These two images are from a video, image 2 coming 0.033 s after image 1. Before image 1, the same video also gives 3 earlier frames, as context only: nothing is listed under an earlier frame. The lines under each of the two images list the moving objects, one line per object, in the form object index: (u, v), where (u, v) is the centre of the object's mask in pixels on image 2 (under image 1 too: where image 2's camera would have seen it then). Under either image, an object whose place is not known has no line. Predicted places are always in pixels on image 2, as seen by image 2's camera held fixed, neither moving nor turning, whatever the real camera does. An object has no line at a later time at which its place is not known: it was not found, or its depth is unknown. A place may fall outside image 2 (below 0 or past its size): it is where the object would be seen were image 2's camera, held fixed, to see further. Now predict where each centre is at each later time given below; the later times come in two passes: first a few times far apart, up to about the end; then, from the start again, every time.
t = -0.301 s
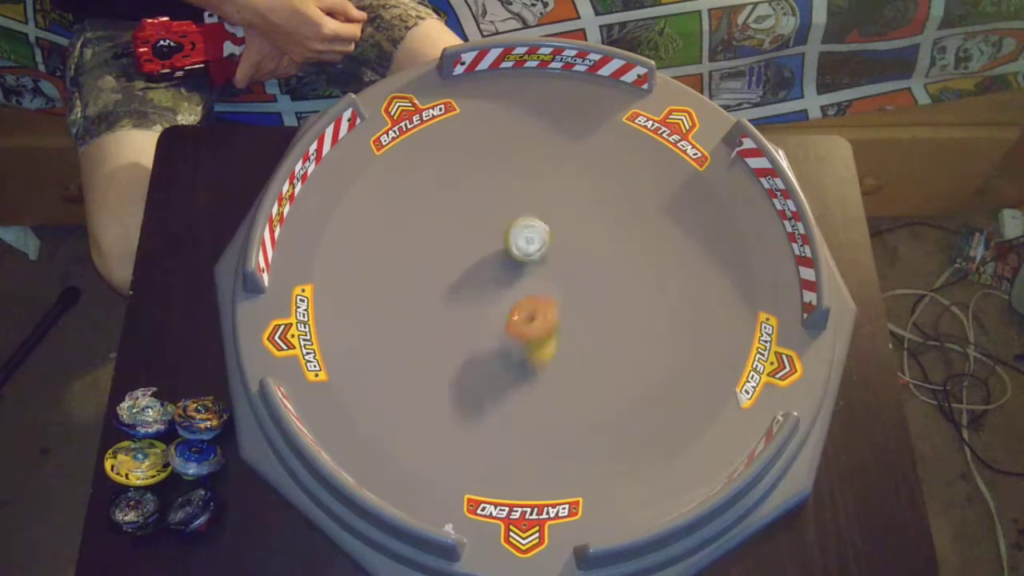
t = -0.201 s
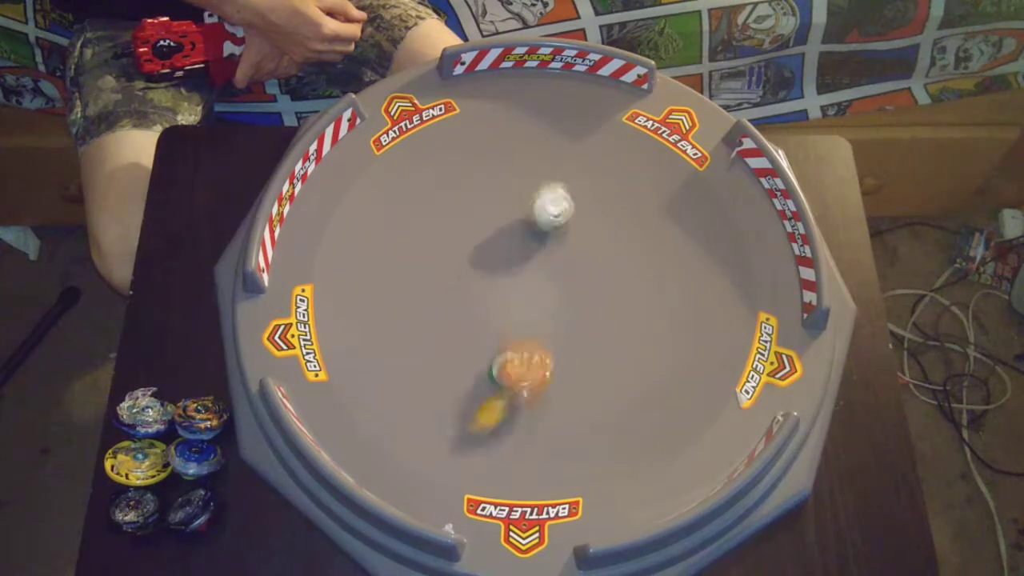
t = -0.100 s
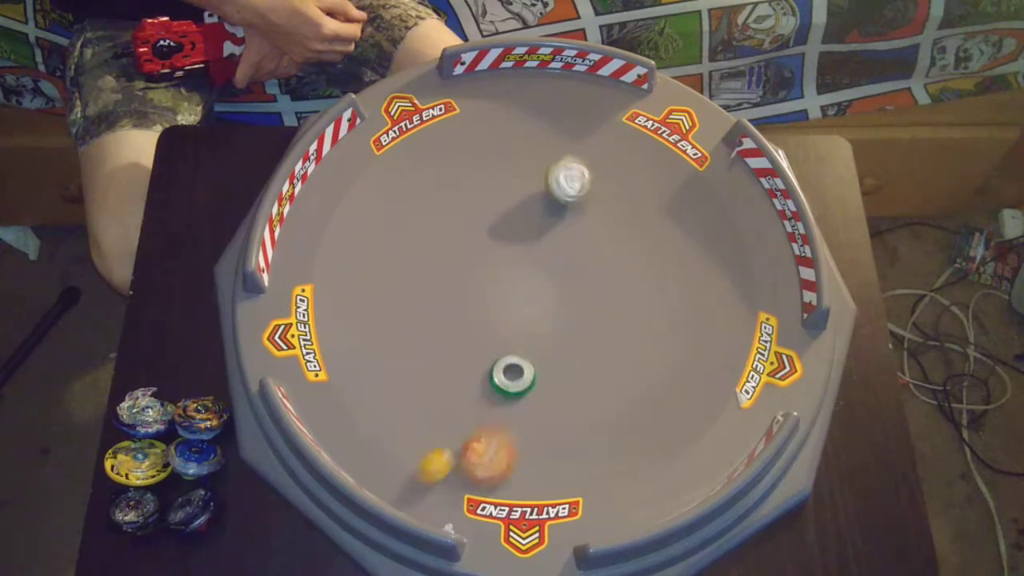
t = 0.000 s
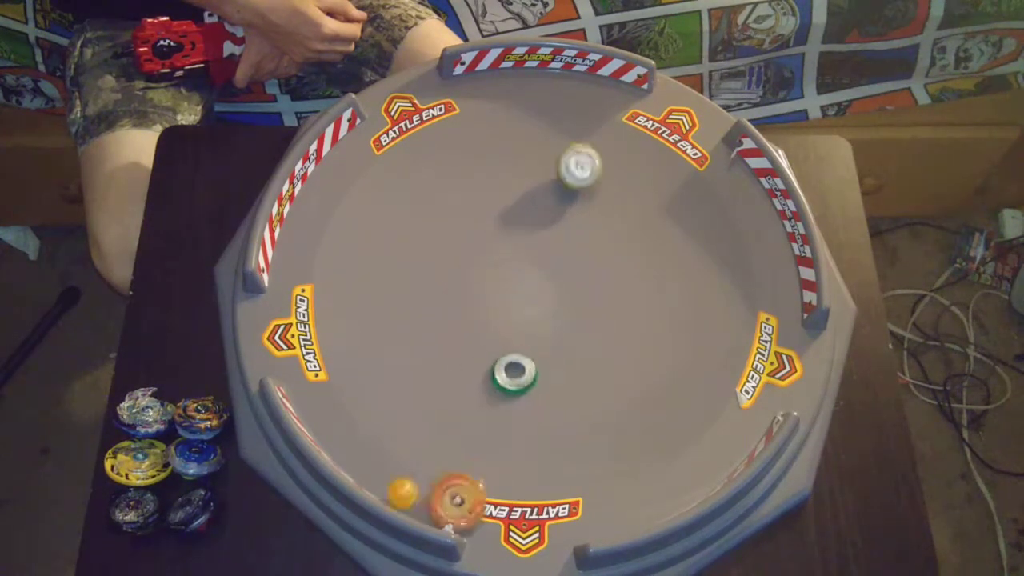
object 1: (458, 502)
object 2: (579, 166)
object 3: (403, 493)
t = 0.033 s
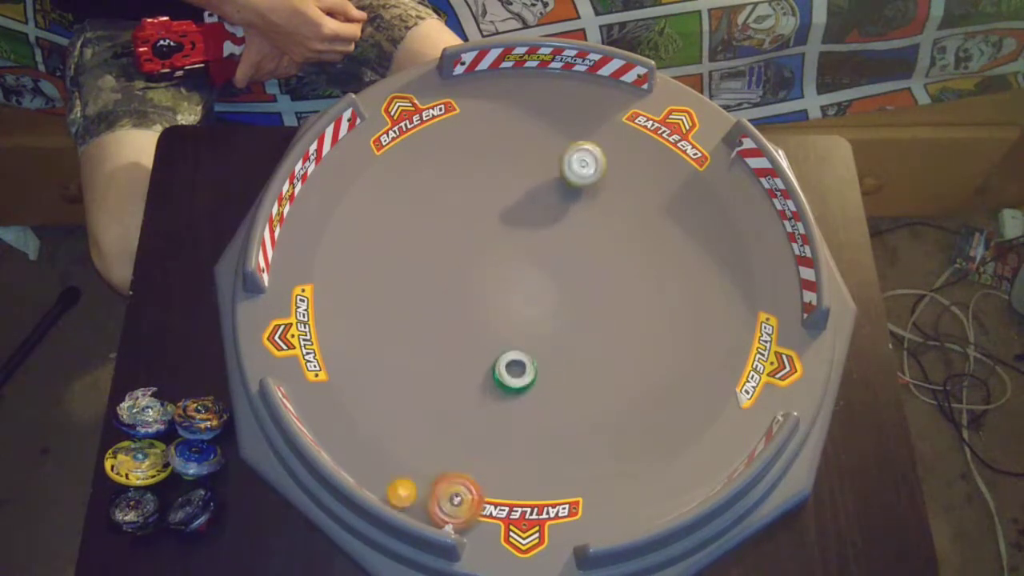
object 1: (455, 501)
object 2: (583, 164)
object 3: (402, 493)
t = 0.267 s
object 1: (461, 457)
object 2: (590, 176)
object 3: (406, 470)
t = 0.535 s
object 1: (481, 398)
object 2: (568, 224)
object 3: (407, 467)
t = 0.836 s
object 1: (483, 393)
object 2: (509, 263)
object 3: (408, 465)
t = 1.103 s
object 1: (483, 393)
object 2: (474, 266)
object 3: (408, 465)
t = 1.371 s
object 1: (483, 393)
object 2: (481, 262)
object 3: (408, 465)
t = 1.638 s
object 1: (483, 393)
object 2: (504, 287)
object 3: (408, 465)
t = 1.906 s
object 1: (483, 393)
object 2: (529, 301)
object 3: (409, 464)
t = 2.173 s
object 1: (483, 393)
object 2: (537, 303)
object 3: (409, 464)
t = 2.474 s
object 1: (483, 393)
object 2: (543, 294)
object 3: (409, 464)
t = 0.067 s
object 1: (453, 500)
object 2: (585, 164)
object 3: (402, 490)
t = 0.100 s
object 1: (453, 495)
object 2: (586, 164)
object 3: (403, 488)
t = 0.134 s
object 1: (452, 490)
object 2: (586, 164)
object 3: (402, 486)
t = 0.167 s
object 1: (453, 482)
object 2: (589, 165)
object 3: (403, 481)
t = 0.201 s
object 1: (455, 473)
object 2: (588, 168)
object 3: (403, 477)
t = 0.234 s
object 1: (458, 467)
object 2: (589, 172)
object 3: (405, 473)
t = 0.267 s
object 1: (461, 457)
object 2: (590, 176)
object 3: (406, 470)
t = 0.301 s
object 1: (464, 449)
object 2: (588, 182)
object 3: (406, 469)
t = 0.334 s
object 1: (467, 439)
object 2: (587, 188)
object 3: (407, 467)
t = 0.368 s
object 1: (469, 431)
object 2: (586, 194)
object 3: (407, 467)
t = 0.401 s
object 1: (472, 422)
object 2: (584, 201)
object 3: (407, 467)
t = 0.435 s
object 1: (475, 414)
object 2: (581, 208)
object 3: (407, 467)
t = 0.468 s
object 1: (477, 408)
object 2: (578, 213)
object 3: (407, 467)
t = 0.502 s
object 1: (479, 403)
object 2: (573, 220)
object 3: (407, 467)
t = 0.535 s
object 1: (481, 398)
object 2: (568, 224)
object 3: (407, 467)
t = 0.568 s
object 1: (483, 396)
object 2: (563, 230)
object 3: (407, 467)
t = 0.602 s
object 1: (483, 394)
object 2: (557, 235)
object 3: (407, 467)
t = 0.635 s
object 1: (483, 393)
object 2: (550, 240)
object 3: (407, 466)
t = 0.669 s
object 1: (483, 393)
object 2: (544, 244)
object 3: (407, 466)
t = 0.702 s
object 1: (483, 393)
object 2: (537, 249)
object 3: (407, 466)
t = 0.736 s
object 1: (483, 393)
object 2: (529, 254)
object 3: (408, 466)
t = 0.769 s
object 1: (483, 393)
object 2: (522, 256)
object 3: (408, 466)
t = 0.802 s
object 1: (483, 393)
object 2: (516, 260)
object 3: (408, 465)
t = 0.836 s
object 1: (483, 393)
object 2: (509, 263)
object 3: (408, 465)
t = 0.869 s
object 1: (483, 393)
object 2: (502, 265)
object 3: (408, 465)
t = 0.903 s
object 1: (483, 393)
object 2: (498, 267)
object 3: (408, 465)
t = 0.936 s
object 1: (483, 393)
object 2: (491, 268)
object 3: (408, 465)
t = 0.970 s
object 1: (483, 393)
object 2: (486, 269)
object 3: (408, 465)
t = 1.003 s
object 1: (483, 393)
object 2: (482, 268)
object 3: (408, 465)
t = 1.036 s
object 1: (483, 393)
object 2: (479, 268)
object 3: (408, 465)
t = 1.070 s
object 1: (483, 393)
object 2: (476, 268)
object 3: (408, 465)
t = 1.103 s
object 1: (483, 393)
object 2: (474, 266)
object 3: (408, 465)
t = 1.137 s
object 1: (483, 393)
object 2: (475, 265)
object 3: (408, 465)
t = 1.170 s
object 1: (483, 393)
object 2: (474, 265)
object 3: (408, 465)
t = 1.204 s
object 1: (483, 393)
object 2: (474, 264)
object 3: (408, 465)
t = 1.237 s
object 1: (483, 393)
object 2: (475, 263)
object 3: (408, 465)
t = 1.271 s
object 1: (483, 393)
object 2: (476, 264)
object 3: (408, 465)
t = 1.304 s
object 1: (483, 393)
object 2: (477, 263)
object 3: (408, 465)
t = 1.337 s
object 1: (483, 393)
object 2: (478, 263)
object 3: (408, 465)
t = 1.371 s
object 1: (483, 393)
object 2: (481, 262)
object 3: (408, 465)
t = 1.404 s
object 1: (483, 393)
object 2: (484, 264)
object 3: (408, 465)
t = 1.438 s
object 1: (483, 393)
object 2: (485, 265)
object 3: (408, 465)
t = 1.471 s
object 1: (483, 393)
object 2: (489, 267)
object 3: (408, 465)
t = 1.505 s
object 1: (483, 393)
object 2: (492, 270)
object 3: (408, 465)
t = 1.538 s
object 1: (483, 393)
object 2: (494, 273)
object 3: (408, 465)
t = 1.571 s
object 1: (483, 393)
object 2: (498, 279)
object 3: (408, 465)
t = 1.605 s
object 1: (483, 393)
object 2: (501, 282)
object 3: (408, 465)
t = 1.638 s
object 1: (483, 393)
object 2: (504, 287)
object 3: (408, 465)
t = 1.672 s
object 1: (483, 393)
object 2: (506, 292)
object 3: (409, 465)
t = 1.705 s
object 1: (483, 393)
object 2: (508, 296)
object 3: (409, 465)
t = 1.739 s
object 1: (483, 393)
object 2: (510, 300)
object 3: (408, 465)
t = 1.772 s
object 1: (483, 393)
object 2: (513, 301)
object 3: (409, 465)
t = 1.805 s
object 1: (483, 393)
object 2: (517, 299)
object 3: (409, 465)
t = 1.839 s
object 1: (483, 393)
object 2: (521, 299)
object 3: (409, 464)
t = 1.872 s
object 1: (483, 393)
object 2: (525, 299)
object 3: (409, 464)
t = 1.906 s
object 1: (483, 393)
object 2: (529, 301)
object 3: (409, 464)
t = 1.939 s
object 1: (483, 393)
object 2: (529, 302)
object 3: (409, 464)
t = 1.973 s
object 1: (483, 393)
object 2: (528, 302)
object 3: (409, 464)
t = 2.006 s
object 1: (483, 393)
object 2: (530, 299)
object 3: (409, 464)
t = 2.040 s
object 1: (483, 393)
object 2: (533, 297)
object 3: (409, 464)
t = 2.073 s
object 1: (483, 393)
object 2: (536, 297)
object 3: (409, 464)
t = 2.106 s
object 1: (483, 393)
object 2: (538, 299)
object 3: (409, 464)
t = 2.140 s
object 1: (483, 393)
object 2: (538, 302)
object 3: (409, 464)
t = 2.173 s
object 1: (483, 393)
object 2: (537, 303)
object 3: (409, 464)
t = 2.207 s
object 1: (483, 393)
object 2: (537, 302)
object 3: (409, 464)
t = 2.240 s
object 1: (483, 393)
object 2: (540, 302)
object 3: (409, 464)
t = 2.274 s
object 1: (483, 393)
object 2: (541, 301)
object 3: (409, 464)
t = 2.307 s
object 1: (483, 393)
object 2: (542, 301)
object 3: (409, 464)
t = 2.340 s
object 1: (483, 393)
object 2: (543, 300)
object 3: (409, 464)
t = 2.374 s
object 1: (483, 393)
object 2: (544, 298)
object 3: (409, 464)
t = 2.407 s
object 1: (483, 393)
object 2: (545, 297)
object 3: (409, 464)
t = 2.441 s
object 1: (483, 393)
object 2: (545, 296)
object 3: (409, 464)
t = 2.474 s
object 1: (483, 393)
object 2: (543, 294)
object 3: (409, 464)
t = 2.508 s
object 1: (483, 393)
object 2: (543, 292)
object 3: (409, 464)
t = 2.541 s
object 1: (483, 393)
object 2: (544, 290)
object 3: (409, 464)
